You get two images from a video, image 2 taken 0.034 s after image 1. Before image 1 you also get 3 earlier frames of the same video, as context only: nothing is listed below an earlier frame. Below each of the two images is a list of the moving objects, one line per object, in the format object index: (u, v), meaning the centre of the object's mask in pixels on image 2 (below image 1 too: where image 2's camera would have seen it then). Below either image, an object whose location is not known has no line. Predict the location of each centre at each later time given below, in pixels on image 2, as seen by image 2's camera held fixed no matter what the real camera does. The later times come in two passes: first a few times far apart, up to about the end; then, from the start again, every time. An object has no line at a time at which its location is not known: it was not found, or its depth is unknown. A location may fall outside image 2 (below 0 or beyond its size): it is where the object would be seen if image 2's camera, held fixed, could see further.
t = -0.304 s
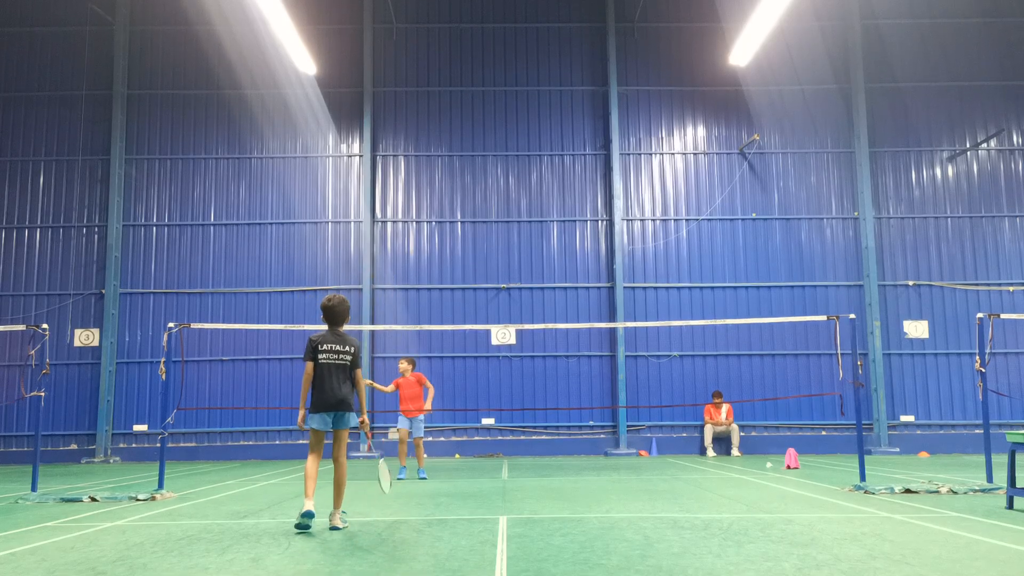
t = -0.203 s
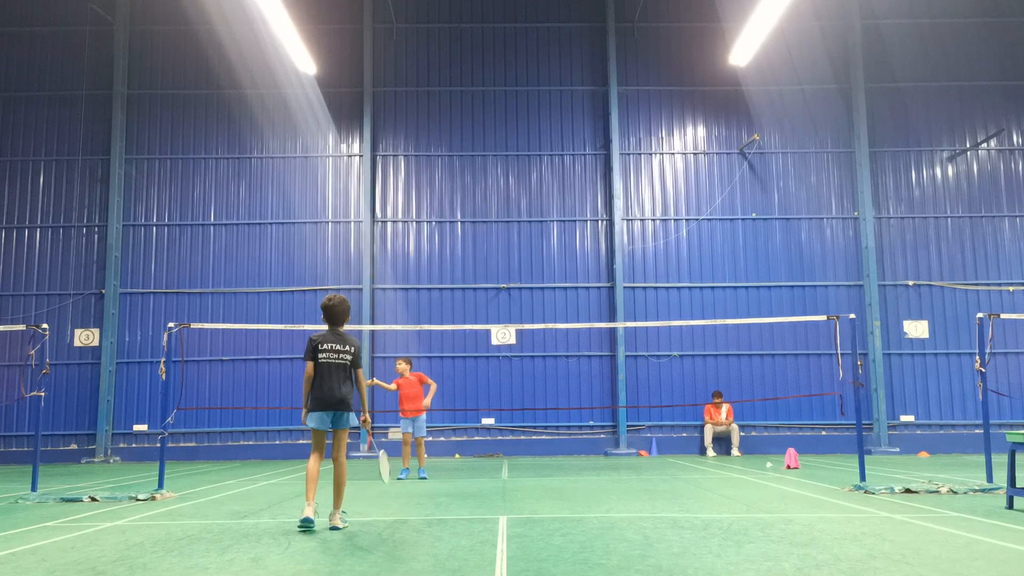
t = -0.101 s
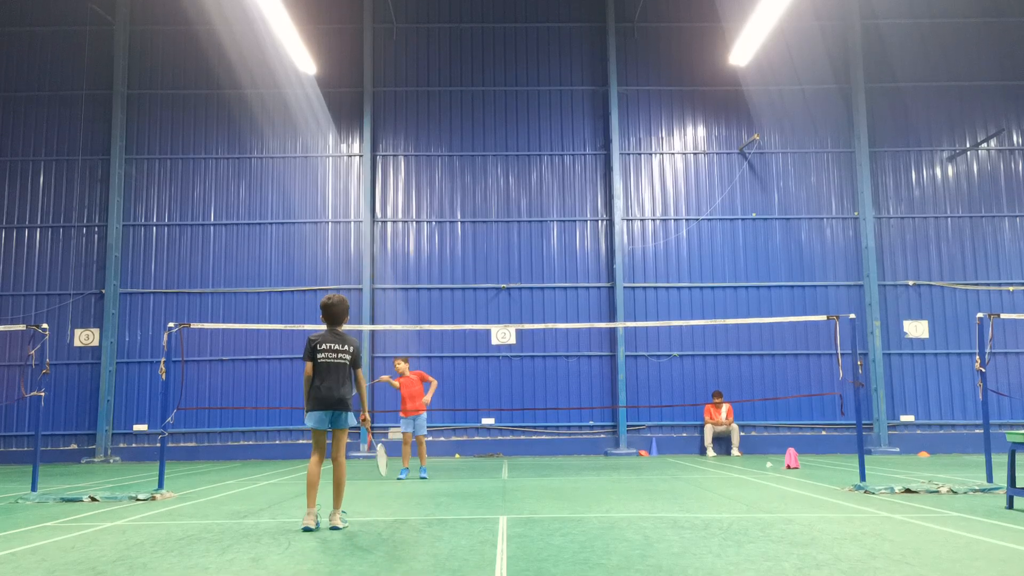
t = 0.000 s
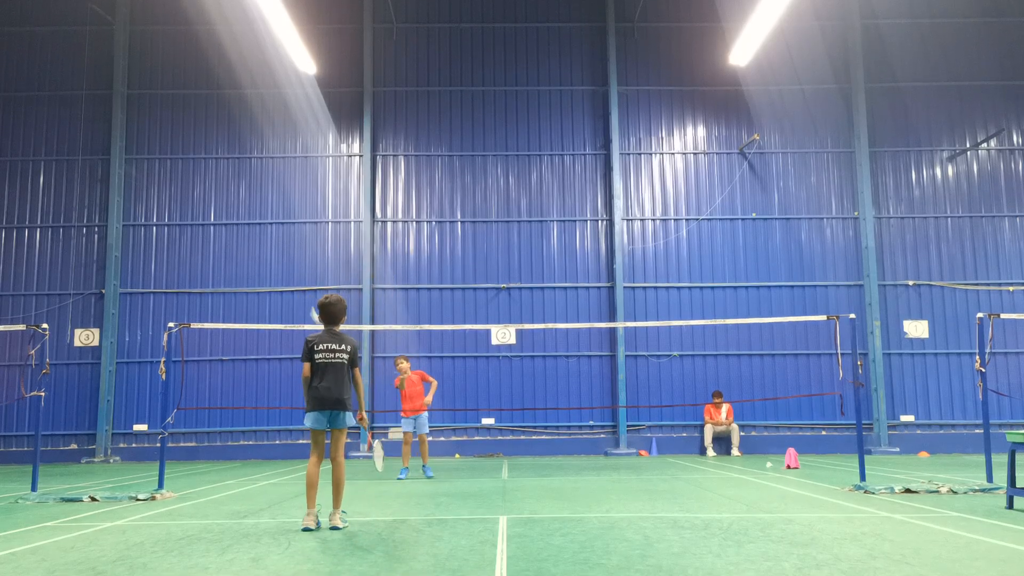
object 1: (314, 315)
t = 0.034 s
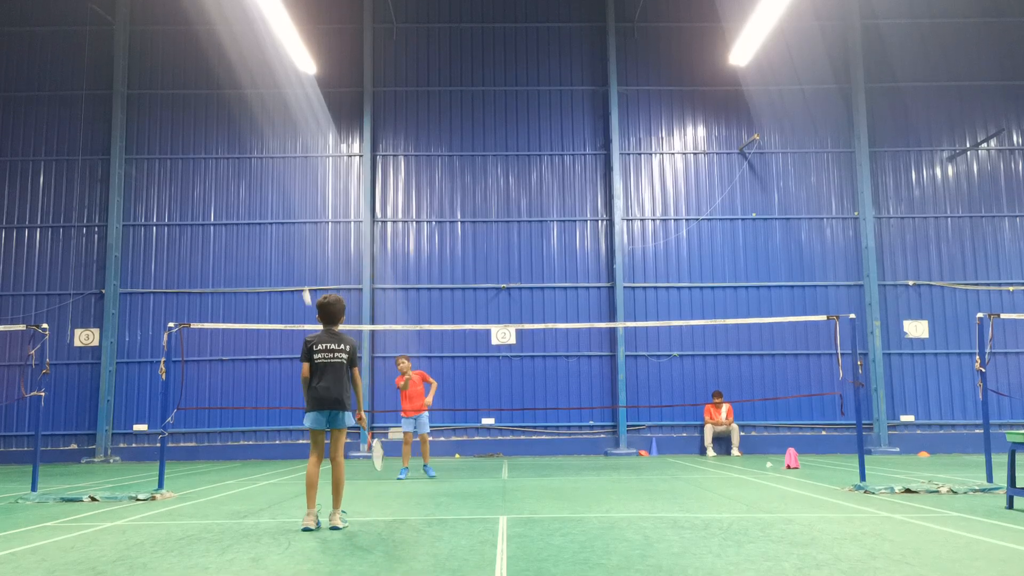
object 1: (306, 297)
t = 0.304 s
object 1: (262, 179)
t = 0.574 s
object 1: (214, 137)
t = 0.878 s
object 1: (152, 201)
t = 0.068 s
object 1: (301, 277)
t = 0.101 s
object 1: (296, 259)
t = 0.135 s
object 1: (290, 242)
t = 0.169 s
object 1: (285, 227)
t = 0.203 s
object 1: (278, 213)
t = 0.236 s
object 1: (273, 201)
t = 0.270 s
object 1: (268, 189)
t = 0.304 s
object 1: (262, 179)
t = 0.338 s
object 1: (257, 169)
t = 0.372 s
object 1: (251, 161)
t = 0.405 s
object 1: (245, 154)
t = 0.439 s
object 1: (239, 148)
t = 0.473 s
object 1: (233, 143)
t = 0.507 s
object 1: (227, 140)
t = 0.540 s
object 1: (221, 138)
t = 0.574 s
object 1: (214, 137)
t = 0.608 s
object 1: (208, 138)
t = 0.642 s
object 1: (201, 140)
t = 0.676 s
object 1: (195, 143)
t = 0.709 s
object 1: (188, 148)
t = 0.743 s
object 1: (181, 155)
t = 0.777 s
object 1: (174, 163)
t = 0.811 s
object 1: (167, 174)
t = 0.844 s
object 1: (160, 186)
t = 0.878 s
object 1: (152, 201)
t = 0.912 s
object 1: (145, 216)
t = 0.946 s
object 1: (138, 233)
